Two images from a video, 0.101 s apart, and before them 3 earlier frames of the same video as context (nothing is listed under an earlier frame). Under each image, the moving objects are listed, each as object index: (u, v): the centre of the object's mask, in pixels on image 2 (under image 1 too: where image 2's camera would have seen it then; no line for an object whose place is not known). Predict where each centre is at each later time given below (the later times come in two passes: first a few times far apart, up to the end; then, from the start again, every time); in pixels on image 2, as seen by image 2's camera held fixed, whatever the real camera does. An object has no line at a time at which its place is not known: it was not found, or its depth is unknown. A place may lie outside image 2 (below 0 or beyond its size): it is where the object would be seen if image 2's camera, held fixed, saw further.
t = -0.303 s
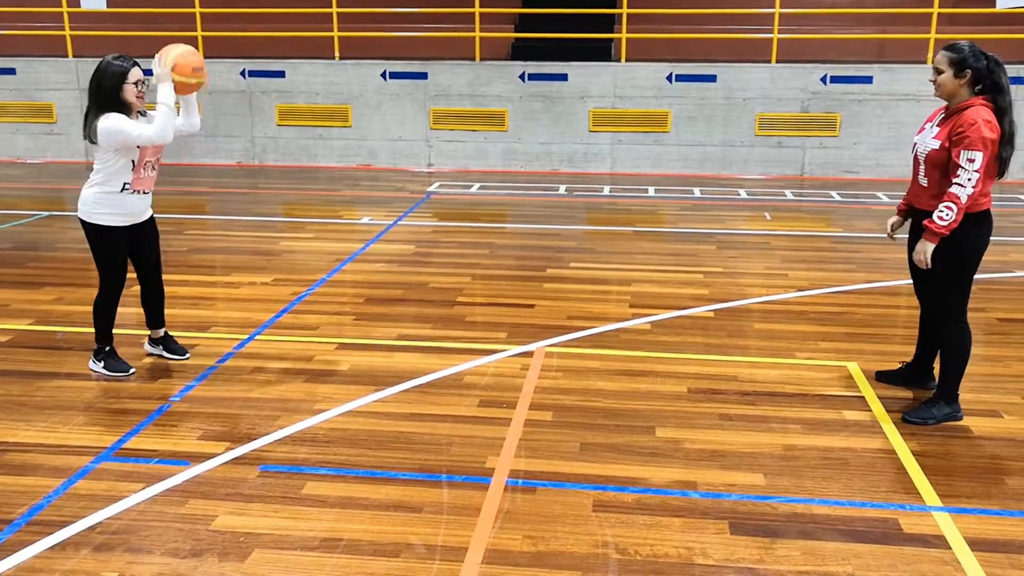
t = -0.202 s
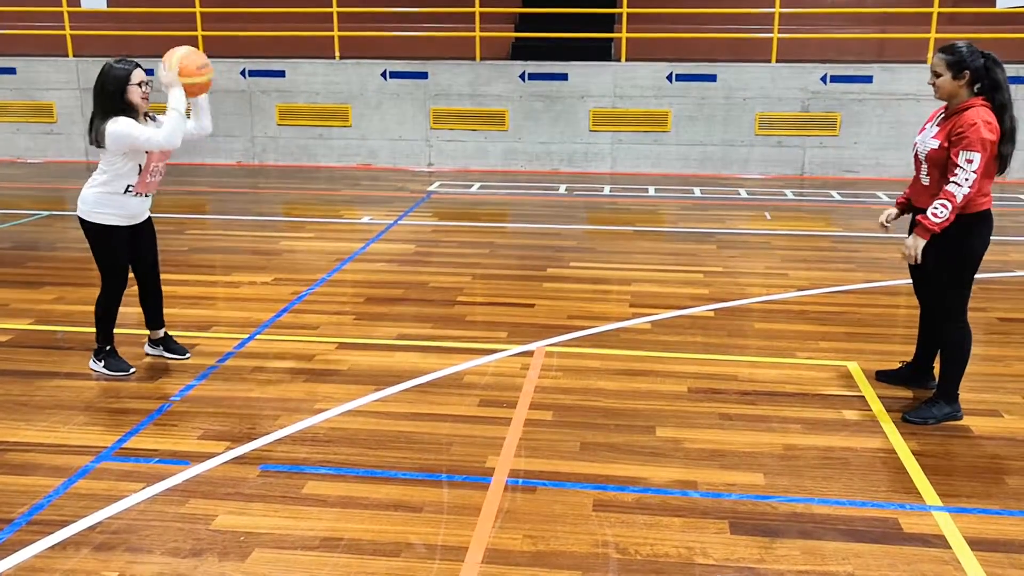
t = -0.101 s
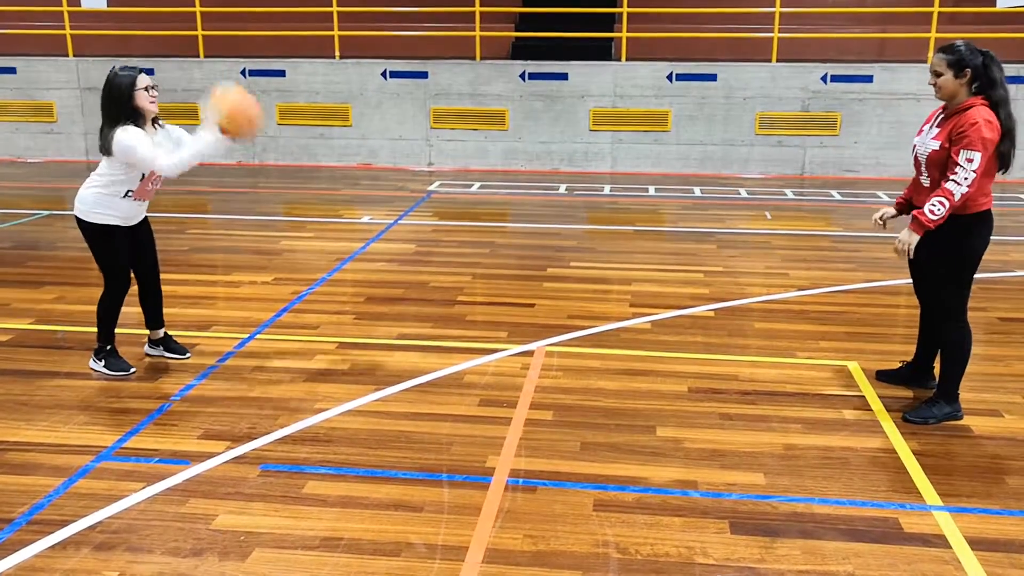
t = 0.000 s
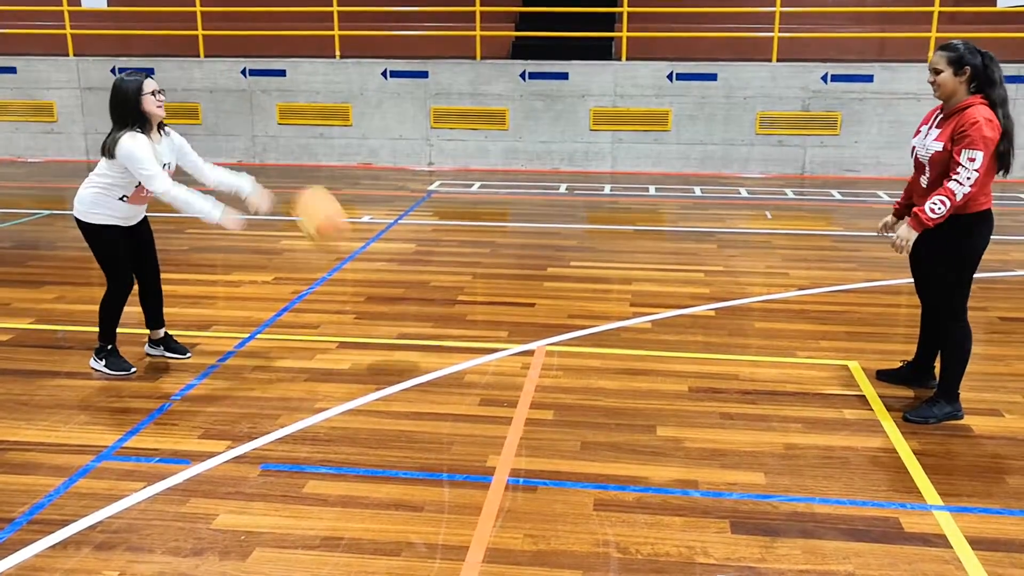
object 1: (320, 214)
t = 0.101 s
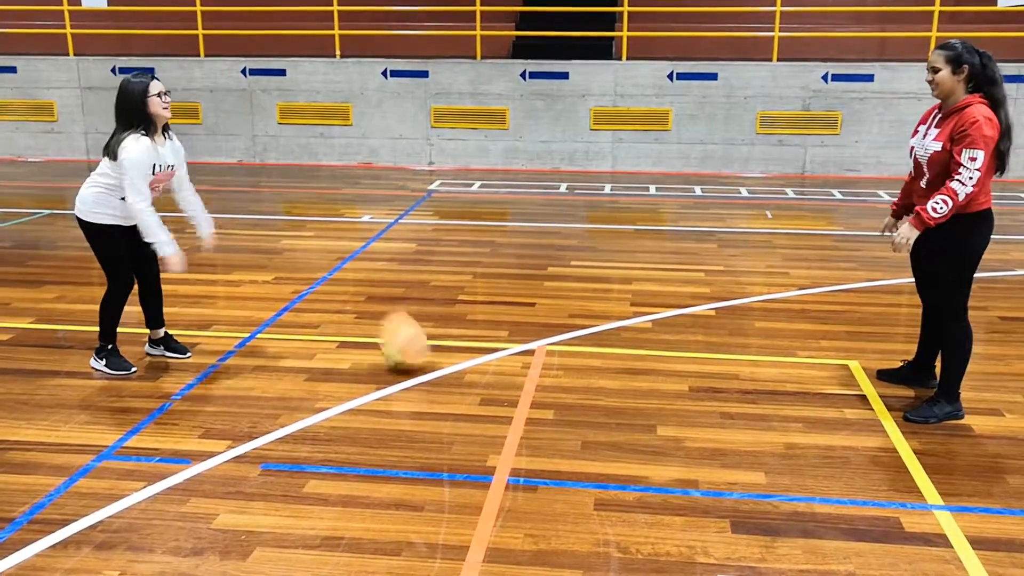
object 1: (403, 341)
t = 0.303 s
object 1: (478, 179)
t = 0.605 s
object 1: (594, 51)
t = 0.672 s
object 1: (620, 49)
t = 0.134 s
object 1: (418, 319)
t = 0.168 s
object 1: (430, 289)
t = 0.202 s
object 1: (442, 257)
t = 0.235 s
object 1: (454, 231)
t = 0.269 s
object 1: (466, 200)
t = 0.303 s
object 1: (478, 179)
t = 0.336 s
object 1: (490, 155)
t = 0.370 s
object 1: (504, 134)
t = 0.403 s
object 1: (517, 114)
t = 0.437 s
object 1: (530, 98)
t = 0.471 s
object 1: (542, 84)
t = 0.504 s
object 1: (555, 72)
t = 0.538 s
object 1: (569, 62)
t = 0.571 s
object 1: (582, 56)
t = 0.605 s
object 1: (594, 51)
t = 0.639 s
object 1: (607, 49)
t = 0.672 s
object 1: (620, 49)
